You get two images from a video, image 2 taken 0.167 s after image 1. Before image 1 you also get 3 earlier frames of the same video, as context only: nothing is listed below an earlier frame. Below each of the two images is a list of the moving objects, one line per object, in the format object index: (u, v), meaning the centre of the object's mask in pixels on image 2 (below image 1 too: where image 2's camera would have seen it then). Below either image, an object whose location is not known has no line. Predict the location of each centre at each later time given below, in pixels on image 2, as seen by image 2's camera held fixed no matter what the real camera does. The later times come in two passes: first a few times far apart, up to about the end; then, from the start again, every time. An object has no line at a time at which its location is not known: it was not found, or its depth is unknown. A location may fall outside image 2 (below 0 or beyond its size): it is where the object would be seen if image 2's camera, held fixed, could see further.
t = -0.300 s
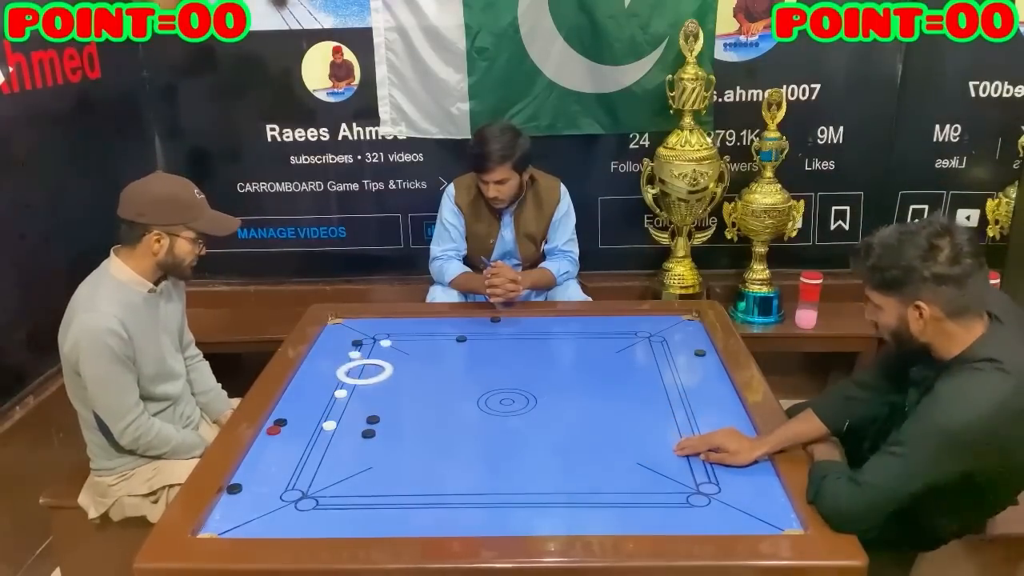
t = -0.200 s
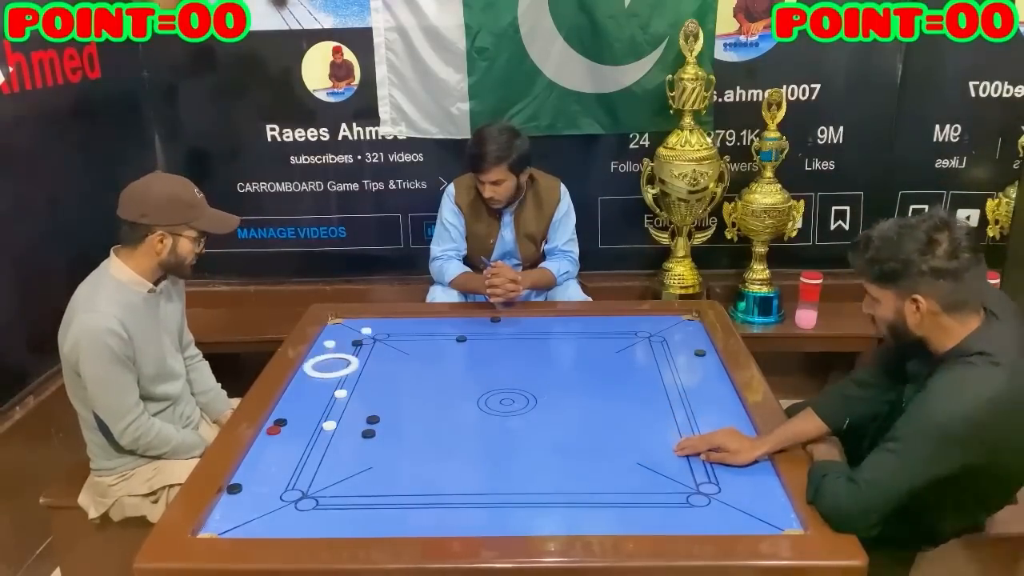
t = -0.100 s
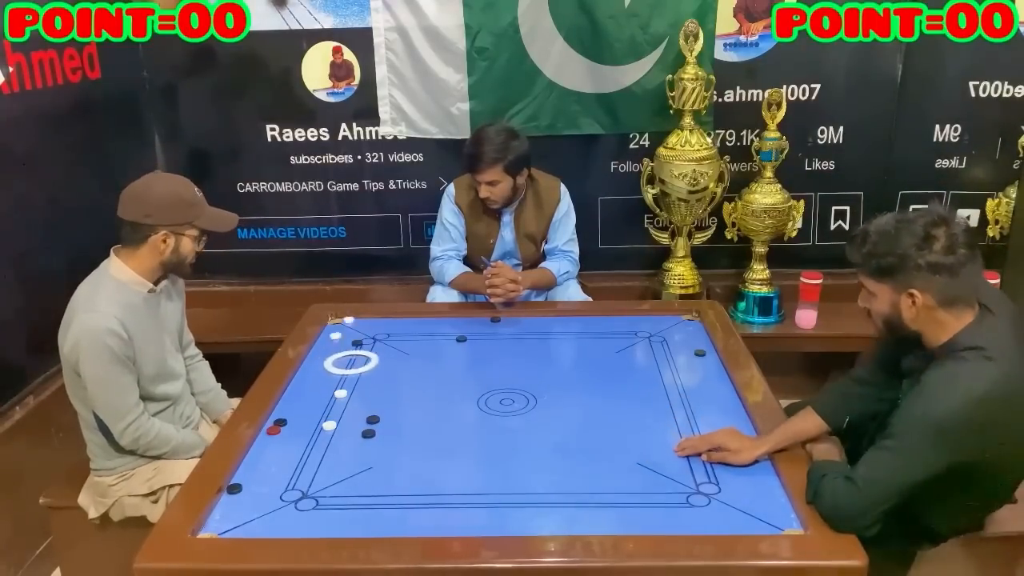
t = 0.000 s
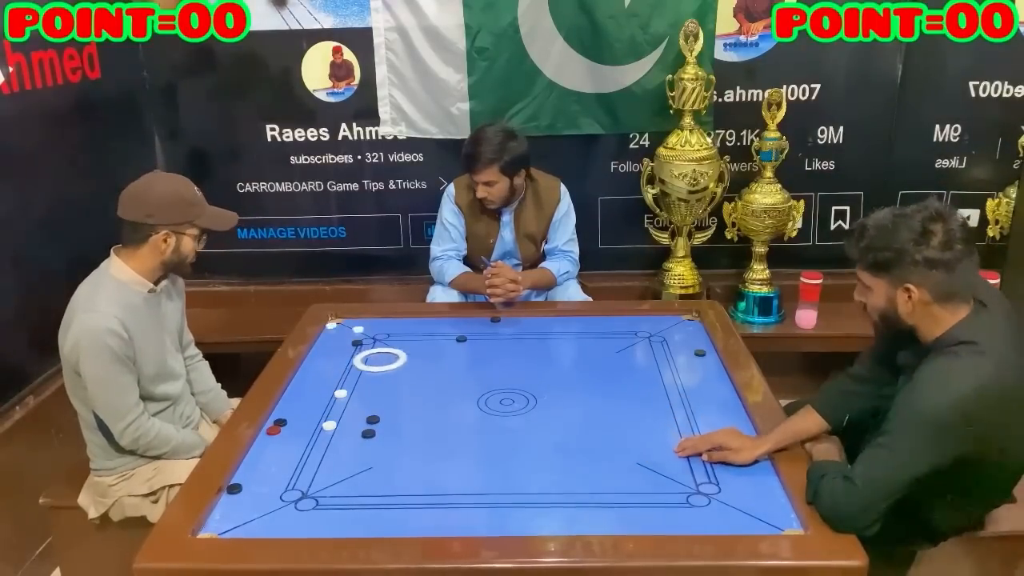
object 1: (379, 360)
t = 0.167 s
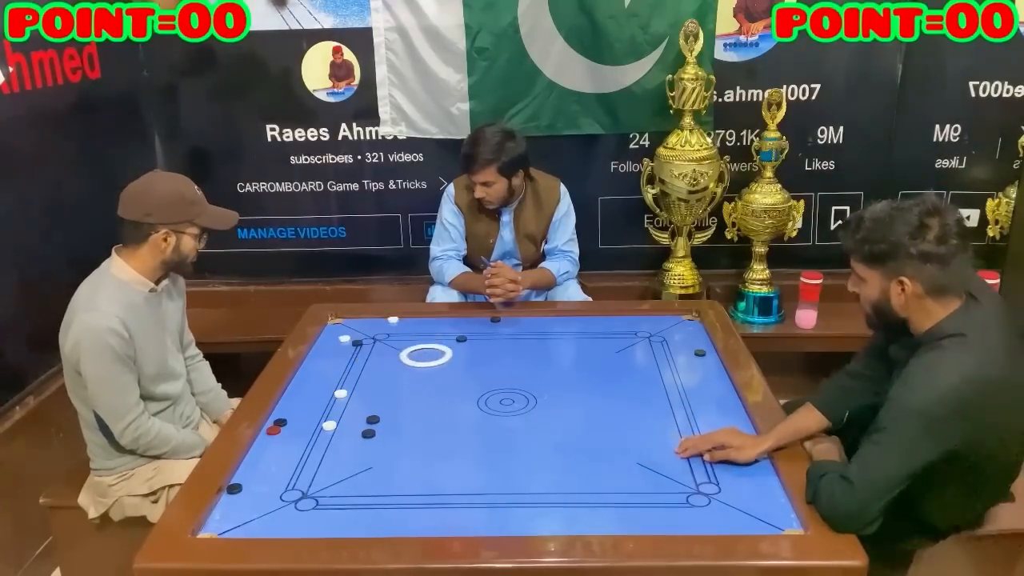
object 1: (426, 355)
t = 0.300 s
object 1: (461, 352)
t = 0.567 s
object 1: (529, 346)
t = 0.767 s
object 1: (578, 342)
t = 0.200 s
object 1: (435, 355)
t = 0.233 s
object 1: (444, 354)
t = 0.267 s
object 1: (452, 353)
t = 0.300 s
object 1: (461, 352)
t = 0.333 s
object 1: (470, 351)
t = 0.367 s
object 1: (479, 351)
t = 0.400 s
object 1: (487, 350)
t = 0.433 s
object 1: (496, 349)
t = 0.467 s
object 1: (504, 348)
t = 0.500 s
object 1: (512, 348)
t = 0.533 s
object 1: (521, 347)
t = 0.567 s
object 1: (529, 346)
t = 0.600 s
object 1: (537, 346)
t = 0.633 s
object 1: (546, 345)
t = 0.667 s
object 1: (554, 344)
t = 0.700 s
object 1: (562, 343)
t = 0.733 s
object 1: (570, 343)
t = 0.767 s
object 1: (578, 342)
